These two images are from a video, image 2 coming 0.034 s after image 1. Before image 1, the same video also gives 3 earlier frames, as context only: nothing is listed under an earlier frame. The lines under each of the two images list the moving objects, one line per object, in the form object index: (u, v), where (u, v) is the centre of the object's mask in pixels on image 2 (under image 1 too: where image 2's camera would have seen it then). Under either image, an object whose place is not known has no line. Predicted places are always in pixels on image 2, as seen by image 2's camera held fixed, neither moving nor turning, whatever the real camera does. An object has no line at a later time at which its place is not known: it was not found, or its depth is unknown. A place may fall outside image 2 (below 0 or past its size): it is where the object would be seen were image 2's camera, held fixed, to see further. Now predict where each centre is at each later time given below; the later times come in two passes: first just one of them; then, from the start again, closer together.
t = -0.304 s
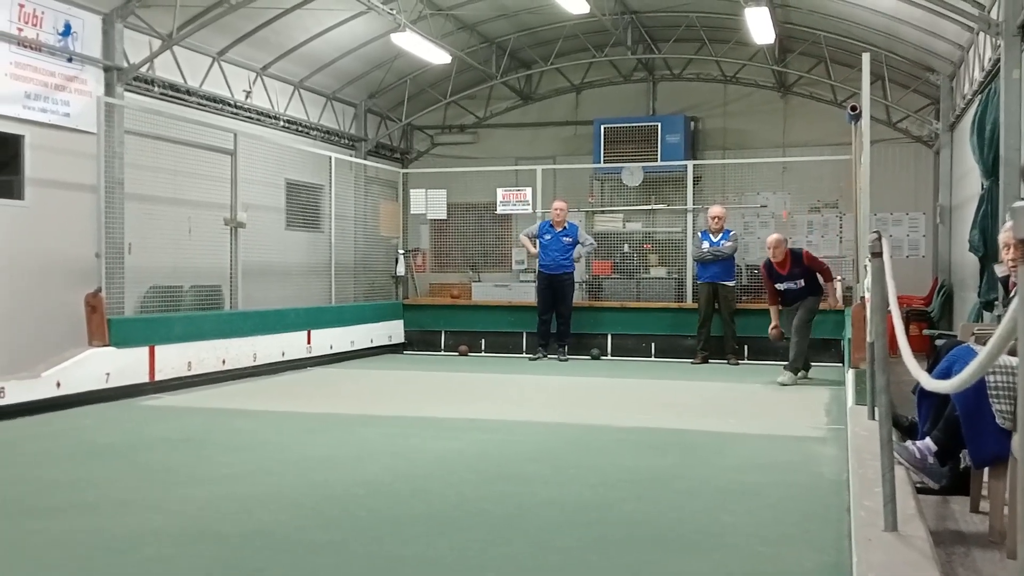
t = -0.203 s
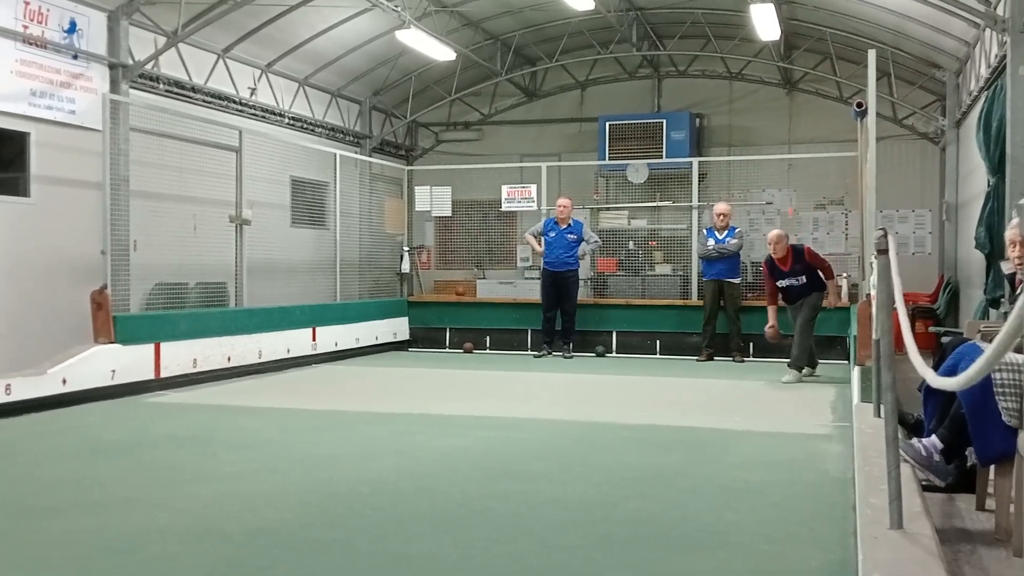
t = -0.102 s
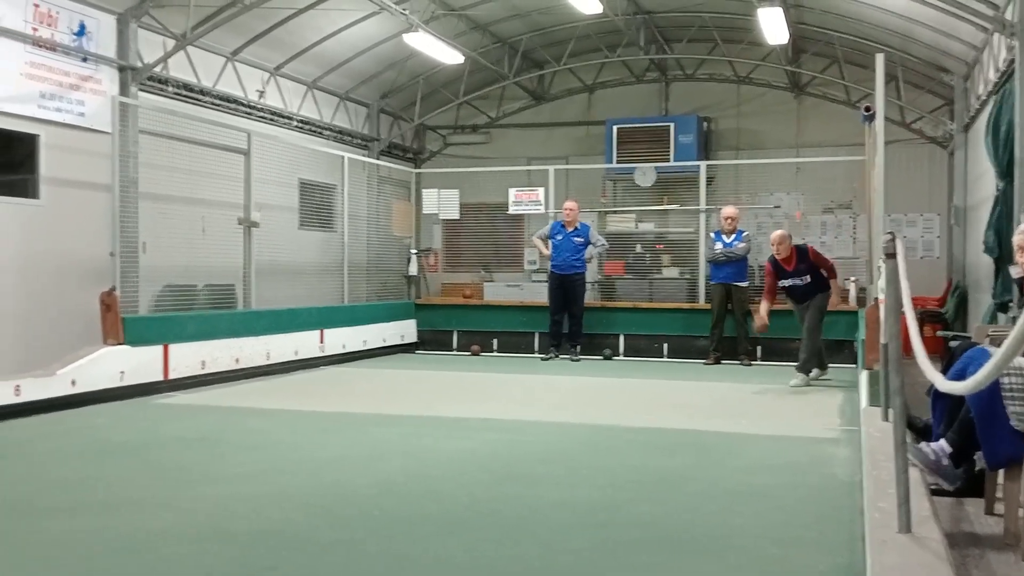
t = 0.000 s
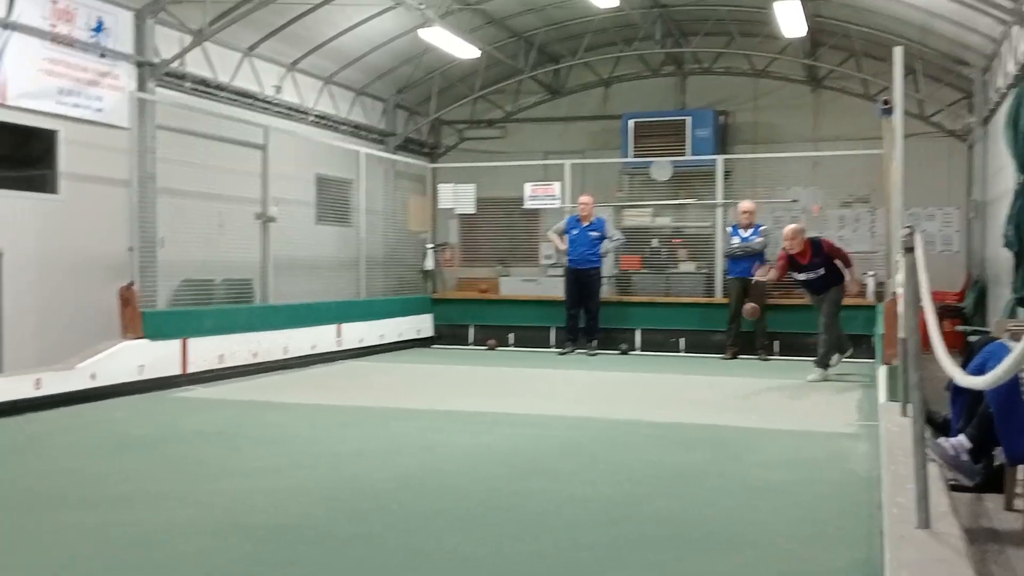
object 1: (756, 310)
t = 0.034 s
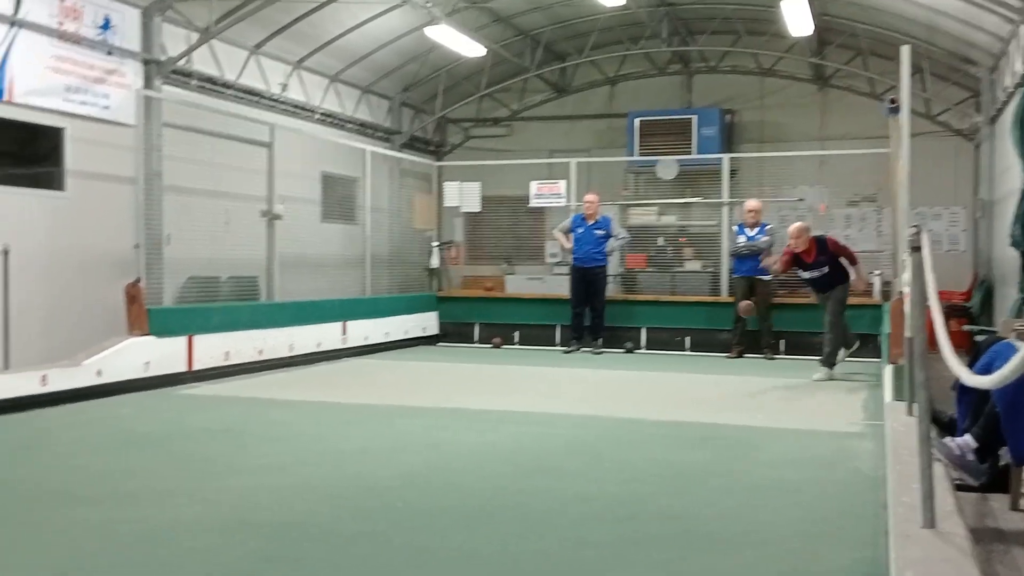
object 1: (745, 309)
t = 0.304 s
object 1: (657, 361)
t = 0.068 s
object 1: (737, 310)
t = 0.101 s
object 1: (726, 311)
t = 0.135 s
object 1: (715, 314)
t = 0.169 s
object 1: (704, 320)
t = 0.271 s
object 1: (669, 346)
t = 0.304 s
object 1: (657, 361)
